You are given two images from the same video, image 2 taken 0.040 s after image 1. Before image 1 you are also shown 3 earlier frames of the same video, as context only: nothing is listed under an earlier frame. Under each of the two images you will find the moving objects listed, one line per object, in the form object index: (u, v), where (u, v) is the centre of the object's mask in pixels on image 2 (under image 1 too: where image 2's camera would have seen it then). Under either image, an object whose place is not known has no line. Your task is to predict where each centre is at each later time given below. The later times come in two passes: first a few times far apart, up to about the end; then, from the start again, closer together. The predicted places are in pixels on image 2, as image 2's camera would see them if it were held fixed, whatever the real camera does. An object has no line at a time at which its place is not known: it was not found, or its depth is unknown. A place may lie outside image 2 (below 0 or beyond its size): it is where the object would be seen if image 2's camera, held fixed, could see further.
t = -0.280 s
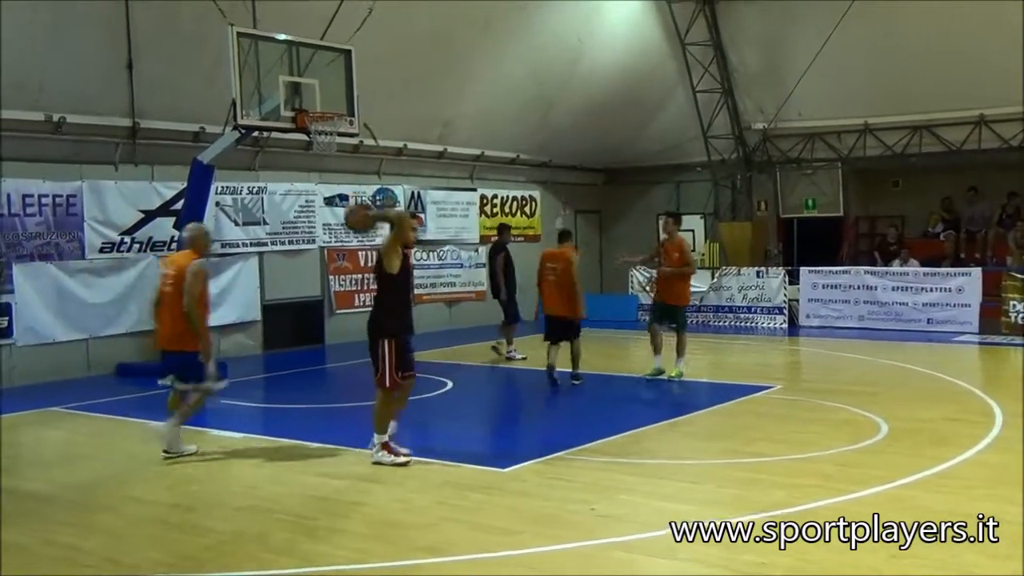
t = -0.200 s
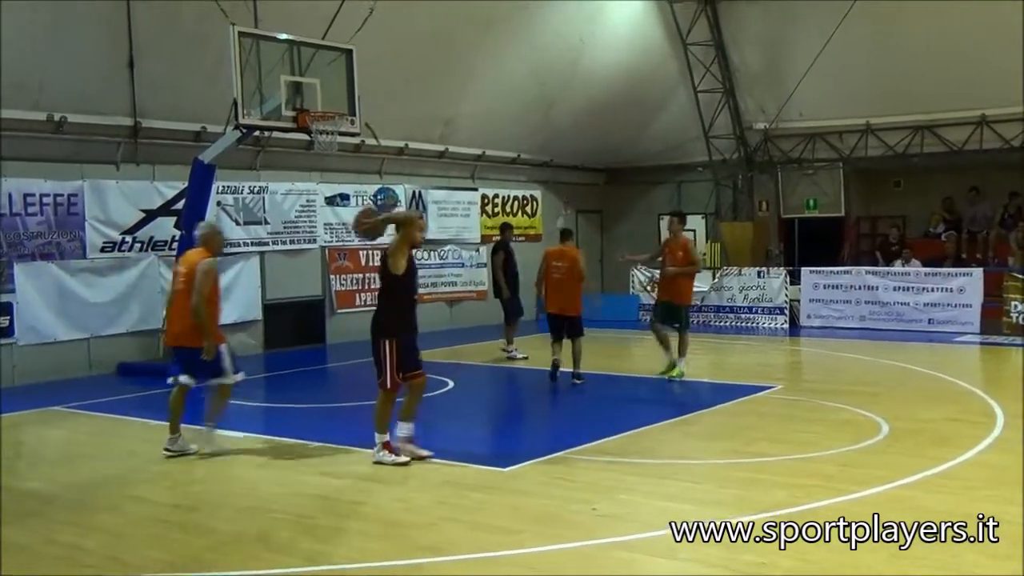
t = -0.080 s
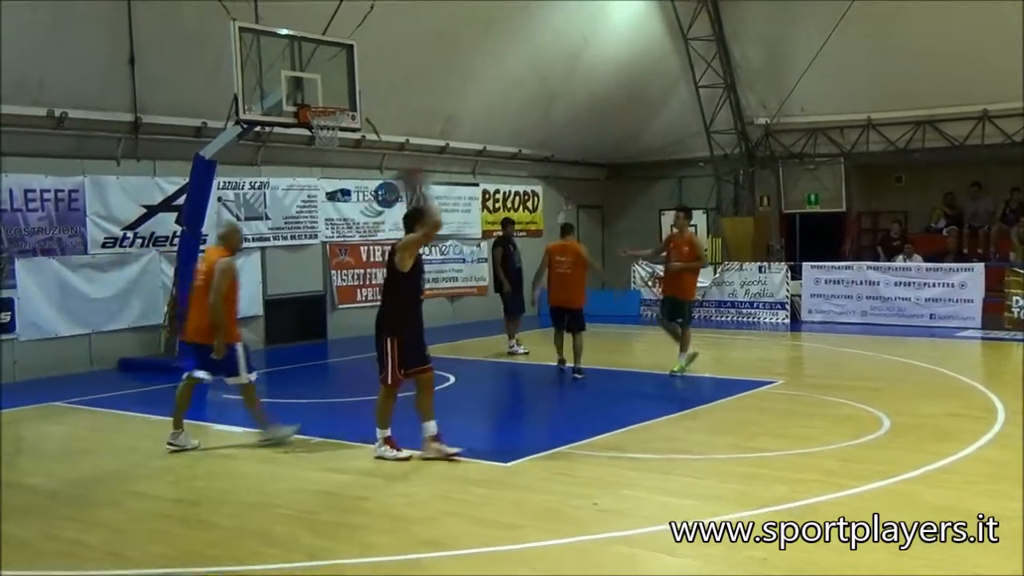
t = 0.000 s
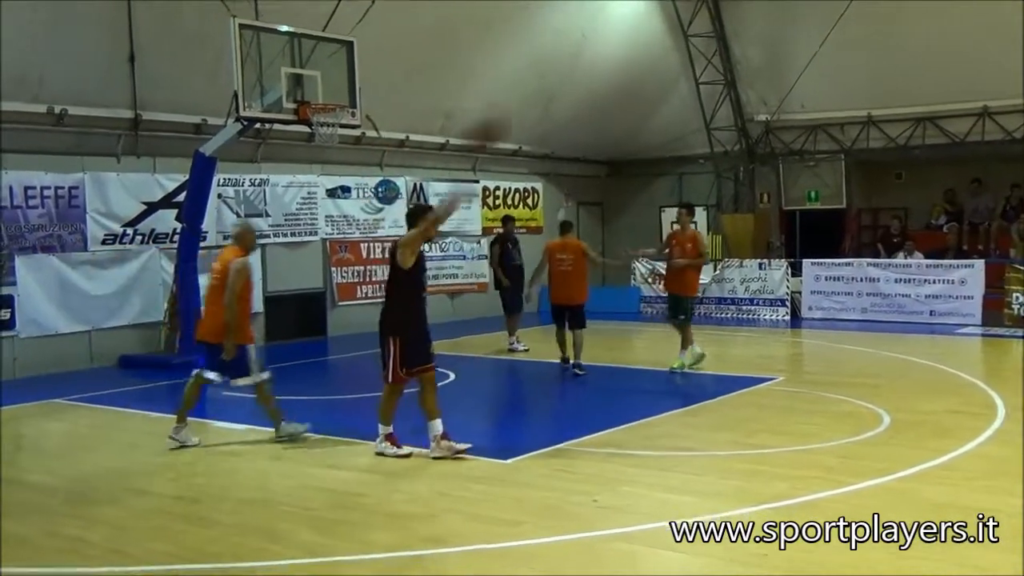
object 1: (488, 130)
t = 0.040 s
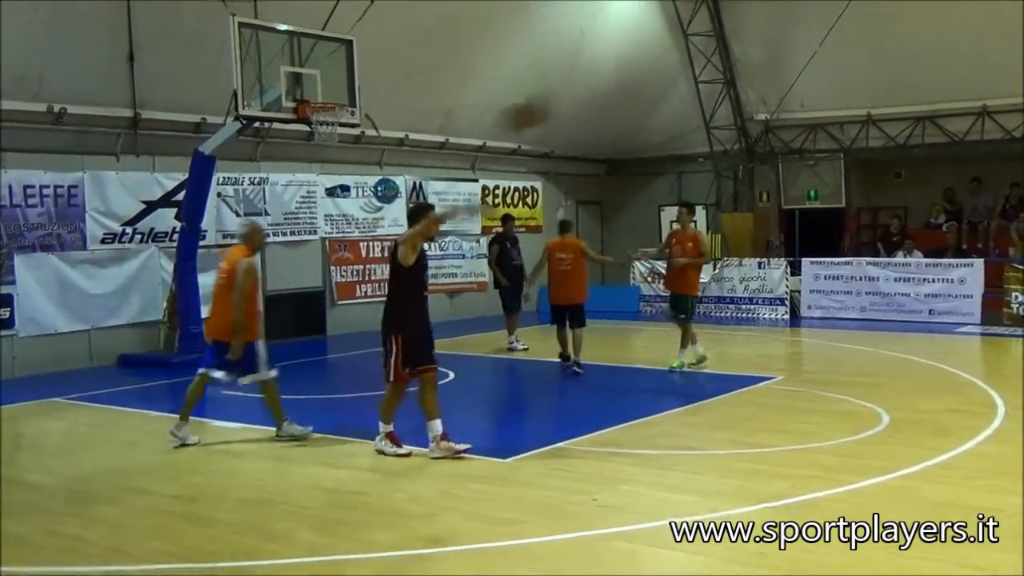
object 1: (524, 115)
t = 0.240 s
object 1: (730, 56)
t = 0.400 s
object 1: (898, 48)
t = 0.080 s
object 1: (565, 99)
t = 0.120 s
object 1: (607, 85)
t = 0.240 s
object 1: (730, 56)
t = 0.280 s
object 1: (775, 51)
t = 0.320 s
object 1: (816, 48)
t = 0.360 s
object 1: (856, 47)
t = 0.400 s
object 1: (898, 48)
